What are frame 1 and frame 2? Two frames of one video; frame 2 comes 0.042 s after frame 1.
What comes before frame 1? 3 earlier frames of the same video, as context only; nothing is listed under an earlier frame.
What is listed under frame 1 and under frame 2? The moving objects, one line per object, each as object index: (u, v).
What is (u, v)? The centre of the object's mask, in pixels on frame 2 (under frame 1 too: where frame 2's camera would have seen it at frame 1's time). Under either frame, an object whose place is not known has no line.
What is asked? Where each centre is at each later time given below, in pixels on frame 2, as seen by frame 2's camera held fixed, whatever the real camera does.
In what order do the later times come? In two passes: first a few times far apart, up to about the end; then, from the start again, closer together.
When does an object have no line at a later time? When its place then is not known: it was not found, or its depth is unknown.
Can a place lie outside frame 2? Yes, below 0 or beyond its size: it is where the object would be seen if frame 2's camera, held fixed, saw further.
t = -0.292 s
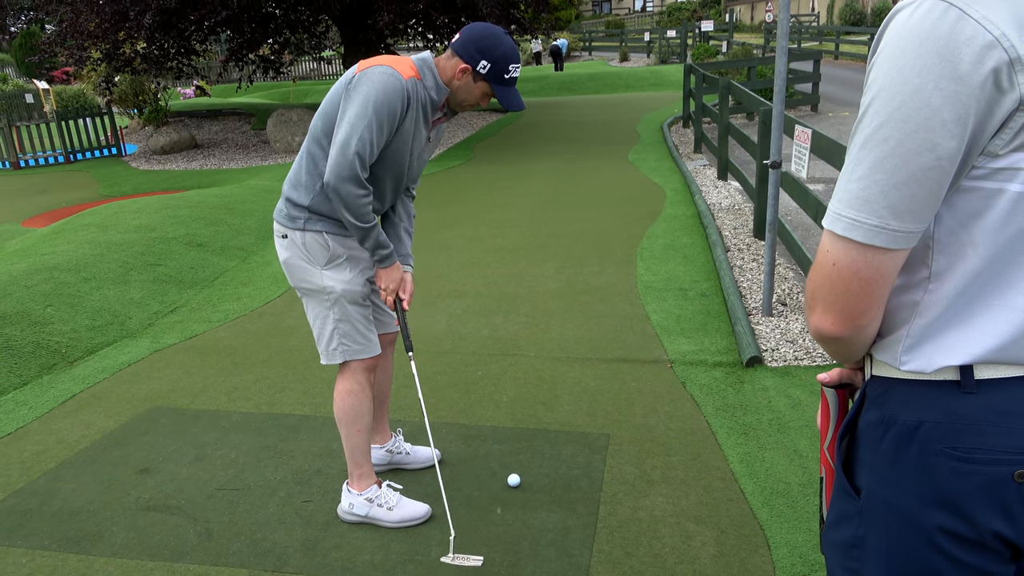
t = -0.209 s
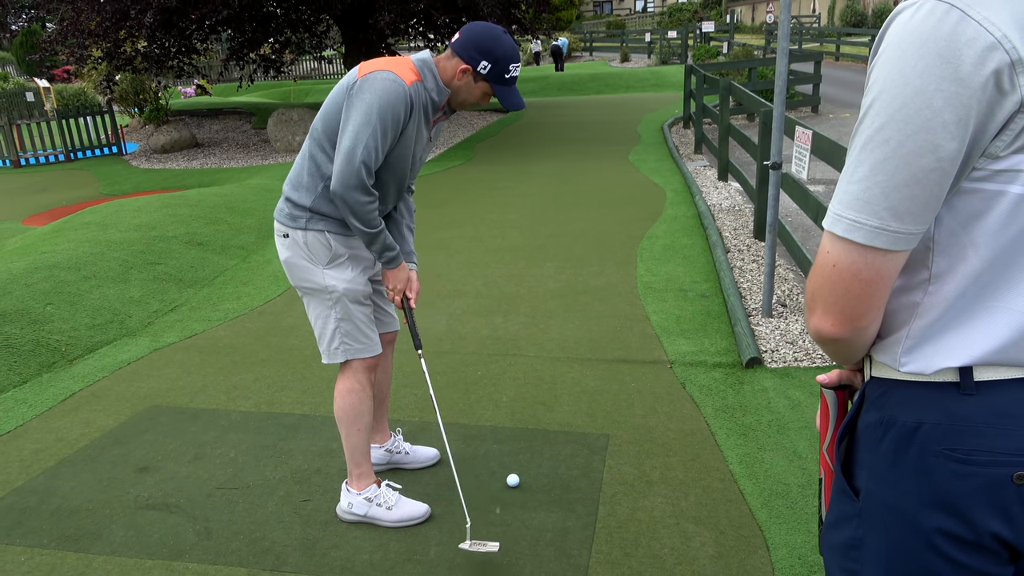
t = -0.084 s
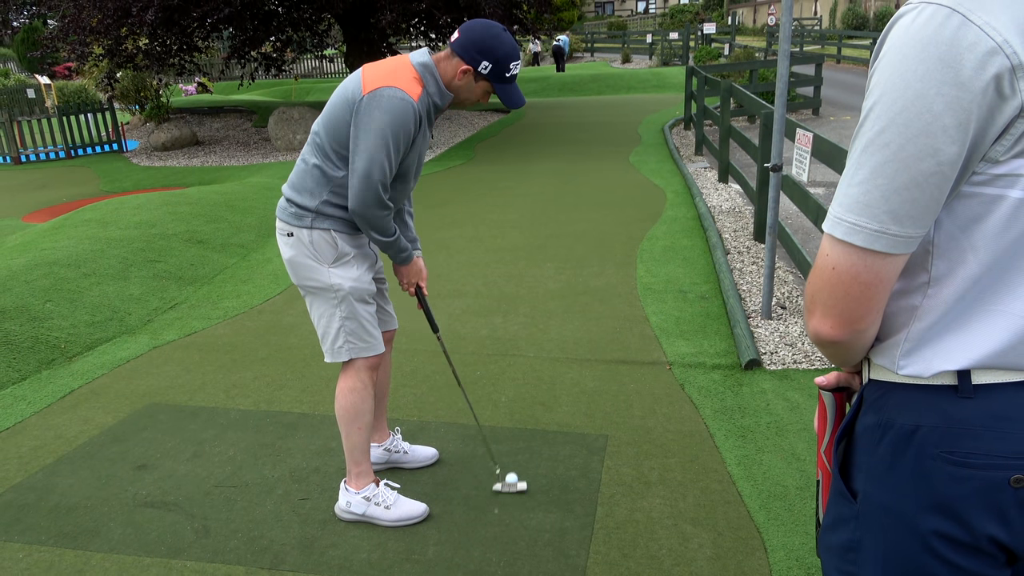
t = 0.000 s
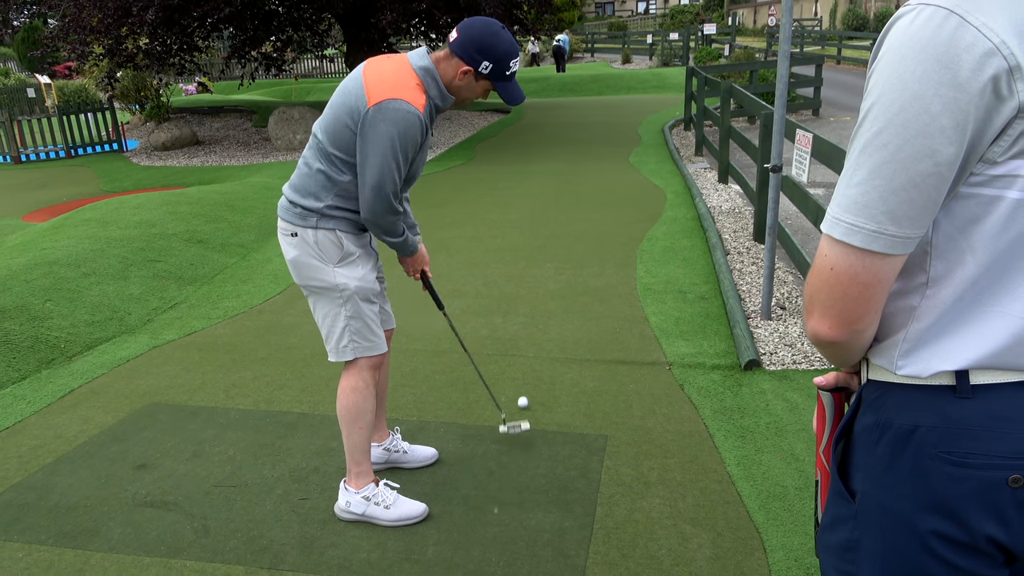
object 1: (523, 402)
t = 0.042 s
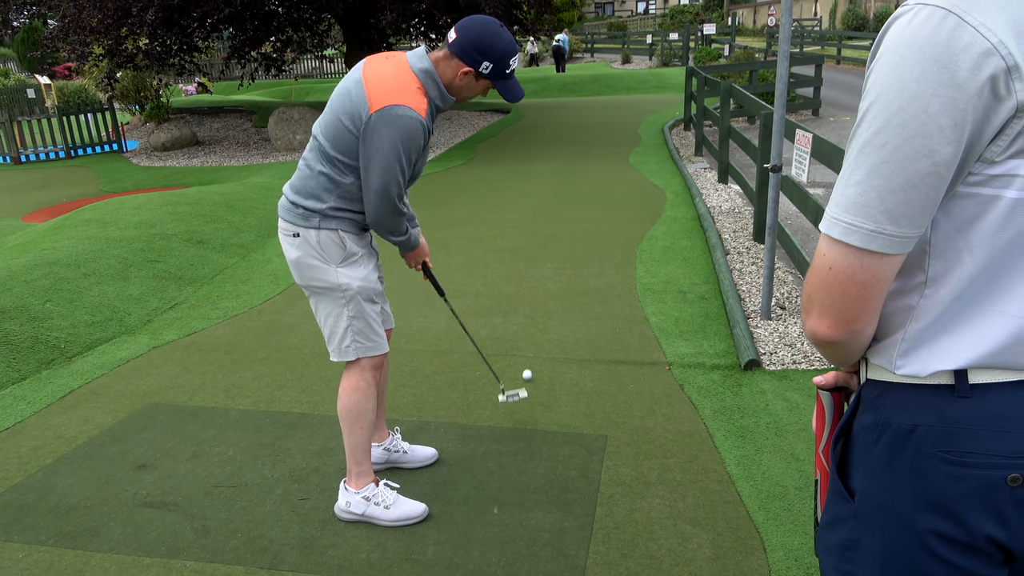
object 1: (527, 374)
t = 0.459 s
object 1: (548, 231)
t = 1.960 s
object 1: (552, 128)
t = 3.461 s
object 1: (538, 100)
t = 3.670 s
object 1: (536, 99)
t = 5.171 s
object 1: (526, 95)
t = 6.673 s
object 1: (510, 98)
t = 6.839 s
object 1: (510, 98)
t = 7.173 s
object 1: (507, 98)
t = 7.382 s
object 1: (506, 98)
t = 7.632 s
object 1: (506, 98)
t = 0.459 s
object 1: (548, 231)
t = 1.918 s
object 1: (552, 129)
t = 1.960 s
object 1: (552, 128)
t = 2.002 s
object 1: (551, 126)
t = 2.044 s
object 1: (551, 125)
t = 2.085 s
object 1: (551, 123)
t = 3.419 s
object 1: (538, 100)
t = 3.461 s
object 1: (538, 100)
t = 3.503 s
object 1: (537, 99)
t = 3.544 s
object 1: (537, 99)
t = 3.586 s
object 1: (537, 99)
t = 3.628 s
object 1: (537, 99)
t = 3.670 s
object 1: (536, 99)
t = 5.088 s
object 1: (526, 96)
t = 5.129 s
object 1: (526, 96)
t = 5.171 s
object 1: (526, 95)
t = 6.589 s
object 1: (511, 98)
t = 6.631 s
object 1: (510, 97)
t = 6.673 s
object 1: (510, 98)
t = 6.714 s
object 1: (510, 98)
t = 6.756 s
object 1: (510, 98)
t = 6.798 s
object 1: (509, 98)
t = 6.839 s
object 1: (510, 98)
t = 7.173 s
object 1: (507, 98)
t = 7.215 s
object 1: (507, 98)
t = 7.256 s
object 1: (507, 98)
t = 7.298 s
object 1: (507, 98)
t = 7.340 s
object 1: (507, 98)
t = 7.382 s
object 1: (506, 98)
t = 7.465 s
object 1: (506, 99)
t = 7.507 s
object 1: (506, 99)
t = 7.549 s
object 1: (506, 99)
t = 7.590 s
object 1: (506, 98)
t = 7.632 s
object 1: (506, 98)
